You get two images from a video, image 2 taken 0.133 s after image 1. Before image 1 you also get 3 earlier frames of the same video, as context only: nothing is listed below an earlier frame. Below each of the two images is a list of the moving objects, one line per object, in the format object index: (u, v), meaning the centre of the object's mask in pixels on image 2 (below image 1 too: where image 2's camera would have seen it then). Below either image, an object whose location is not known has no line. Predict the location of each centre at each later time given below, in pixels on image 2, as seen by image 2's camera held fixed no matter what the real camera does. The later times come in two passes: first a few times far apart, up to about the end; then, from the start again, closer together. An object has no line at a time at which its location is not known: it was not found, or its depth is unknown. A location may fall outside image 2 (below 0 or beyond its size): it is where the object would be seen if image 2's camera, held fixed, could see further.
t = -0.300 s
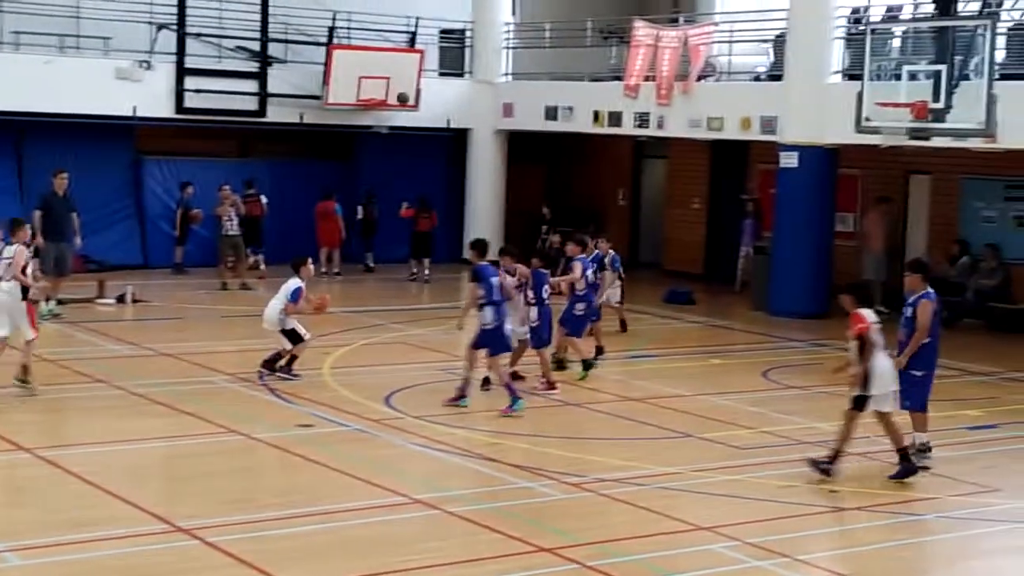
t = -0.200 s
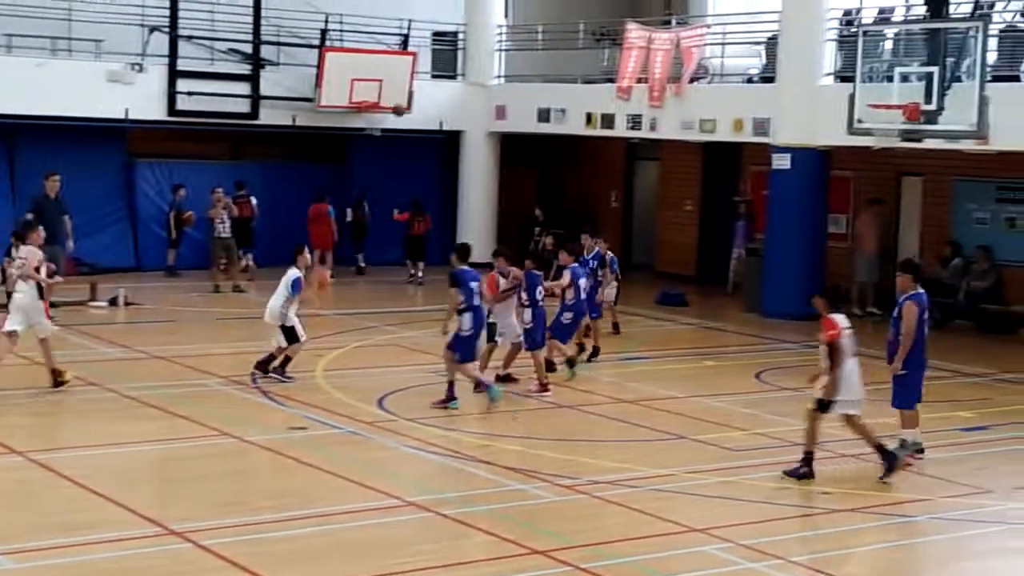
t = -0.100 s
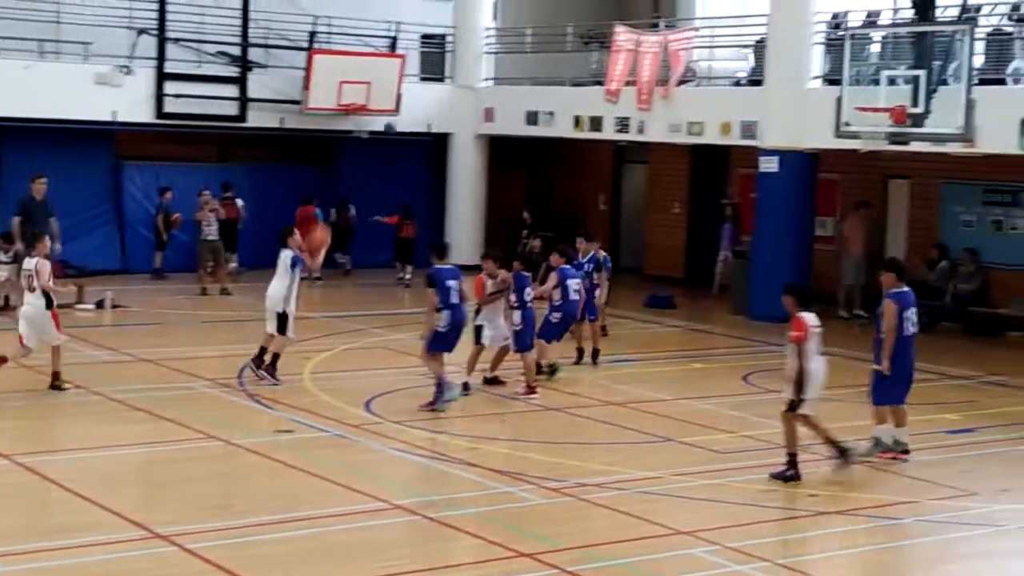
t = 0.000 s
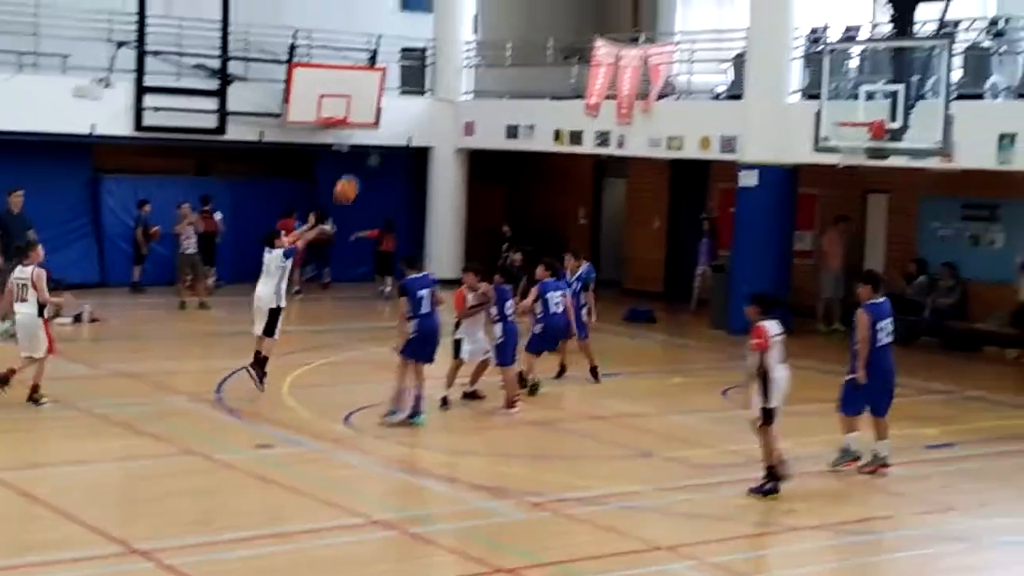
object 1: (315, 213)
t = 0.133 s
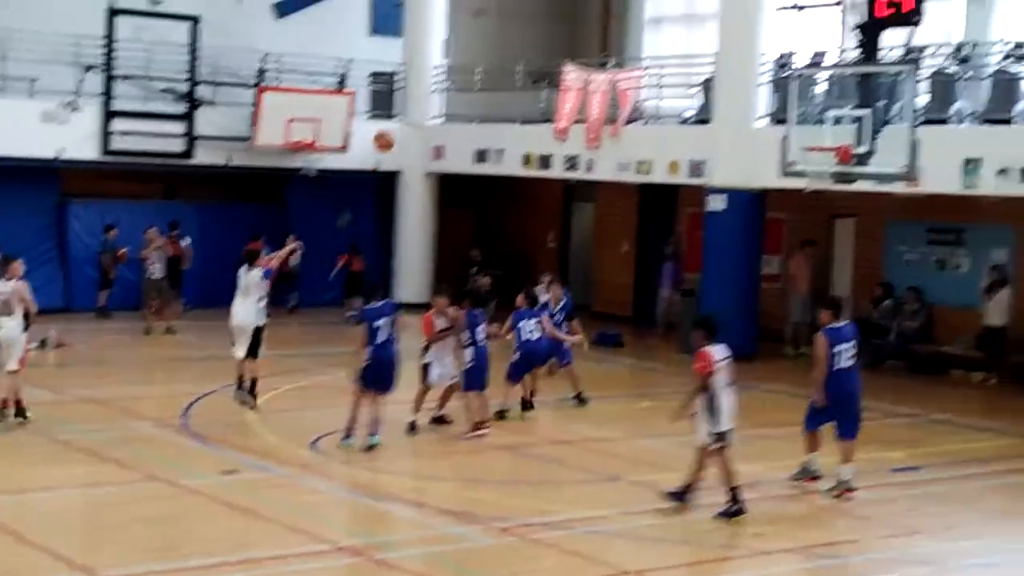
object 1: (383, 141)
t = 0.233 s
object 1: (433, 97)
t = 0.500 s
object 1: (562, 30)
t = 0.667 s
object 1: (636, 23)
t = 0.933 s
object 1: (748, 65)
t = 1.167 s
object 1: (827, 141)
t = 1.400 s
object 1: (801, 99)
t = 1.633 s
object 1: (780, 87)
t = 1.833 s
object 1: (761, 118)
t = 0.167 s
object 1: (400, 125)
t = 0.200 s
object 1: (417, 112)
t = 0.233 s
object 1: (433, 97)
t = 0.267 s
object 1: (451, 87)
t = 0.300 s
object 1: (467, 75)
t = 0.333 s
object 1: (483, 64)
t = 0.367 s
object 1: (499, 55)
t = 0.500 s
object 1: (562, 30)
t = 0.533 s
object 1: (577, 27)
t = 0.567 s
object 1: (592, 23)
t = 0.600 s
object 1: (607, 22)
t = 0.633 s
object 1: (621, 22)
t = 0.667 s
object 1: (636, 23)
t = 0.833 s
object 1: (709, 42)
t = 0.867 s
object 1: (722, 48)
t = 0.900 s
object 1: (736, 56)
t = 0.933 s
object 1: (748, 65)
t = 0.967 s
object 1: (762, 76)
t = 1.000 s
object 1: (777, 84)
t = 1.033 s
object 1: (788, 96)
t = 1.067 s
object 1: (803, 109)
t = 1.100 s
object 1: (816, 121)
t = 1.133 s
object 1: (828, 137)
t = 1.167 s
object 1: (827, 141)
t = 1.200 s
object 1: (816, 141)
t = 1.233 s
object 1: (812, 136)
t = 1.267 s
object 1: (810, 125)
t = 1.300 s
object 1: (808, 118)
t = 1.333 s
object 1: (806, 111)
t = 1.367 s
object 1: (804, 106)
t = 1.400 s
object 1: (801, 99)
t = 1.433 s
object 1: (798, 94)
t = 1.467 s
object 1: (796, 90)
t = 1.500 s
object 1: (794, 87)
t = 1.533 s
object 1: (788, 85)
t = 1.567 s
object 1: (786, 85)
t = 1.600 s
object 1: (783, 85)
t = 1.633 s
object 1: (780, 87)
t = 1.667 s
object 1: (778, 89)
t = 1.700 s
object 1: (776, 93)
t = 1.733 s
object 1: (771, 96)
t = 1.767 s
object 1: (768, 104)
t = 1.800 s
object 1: (764, 110)
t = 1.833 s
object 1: (761, 118)
